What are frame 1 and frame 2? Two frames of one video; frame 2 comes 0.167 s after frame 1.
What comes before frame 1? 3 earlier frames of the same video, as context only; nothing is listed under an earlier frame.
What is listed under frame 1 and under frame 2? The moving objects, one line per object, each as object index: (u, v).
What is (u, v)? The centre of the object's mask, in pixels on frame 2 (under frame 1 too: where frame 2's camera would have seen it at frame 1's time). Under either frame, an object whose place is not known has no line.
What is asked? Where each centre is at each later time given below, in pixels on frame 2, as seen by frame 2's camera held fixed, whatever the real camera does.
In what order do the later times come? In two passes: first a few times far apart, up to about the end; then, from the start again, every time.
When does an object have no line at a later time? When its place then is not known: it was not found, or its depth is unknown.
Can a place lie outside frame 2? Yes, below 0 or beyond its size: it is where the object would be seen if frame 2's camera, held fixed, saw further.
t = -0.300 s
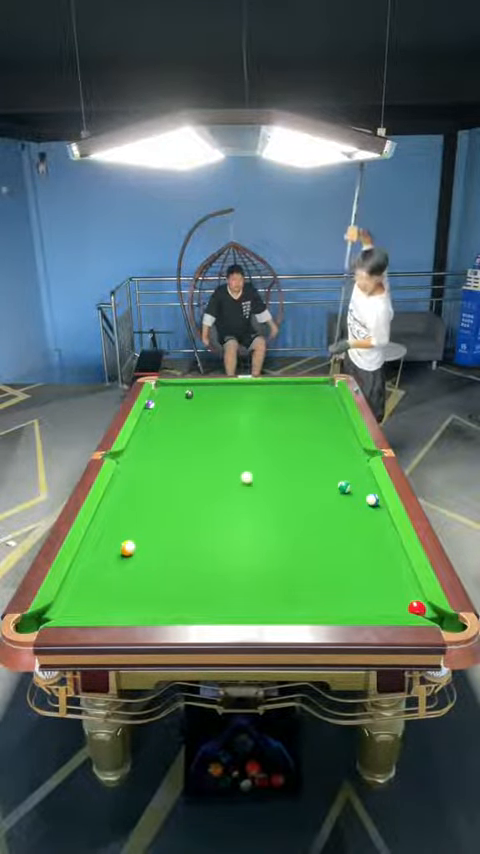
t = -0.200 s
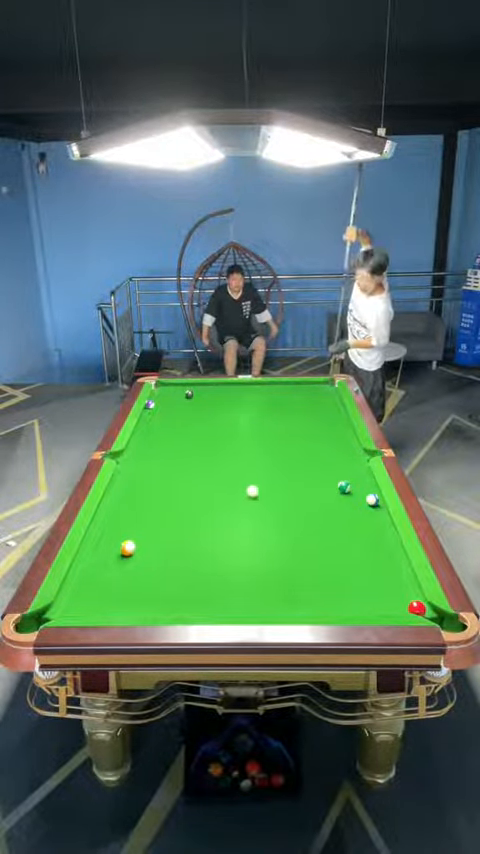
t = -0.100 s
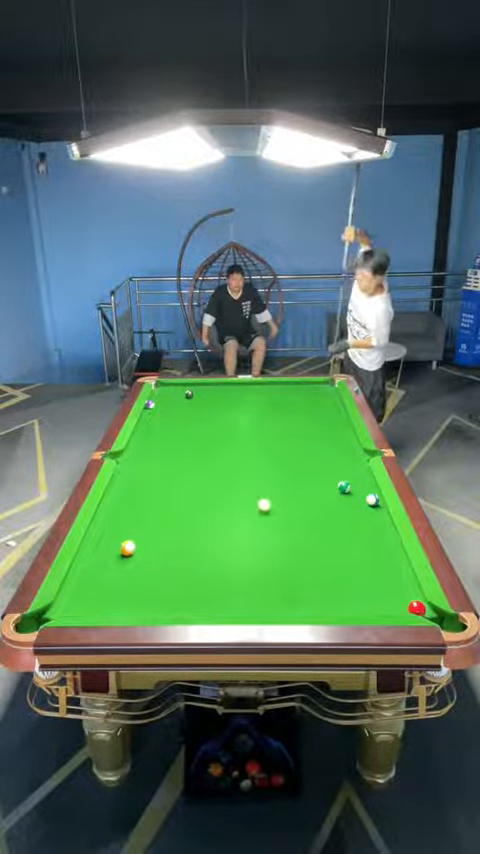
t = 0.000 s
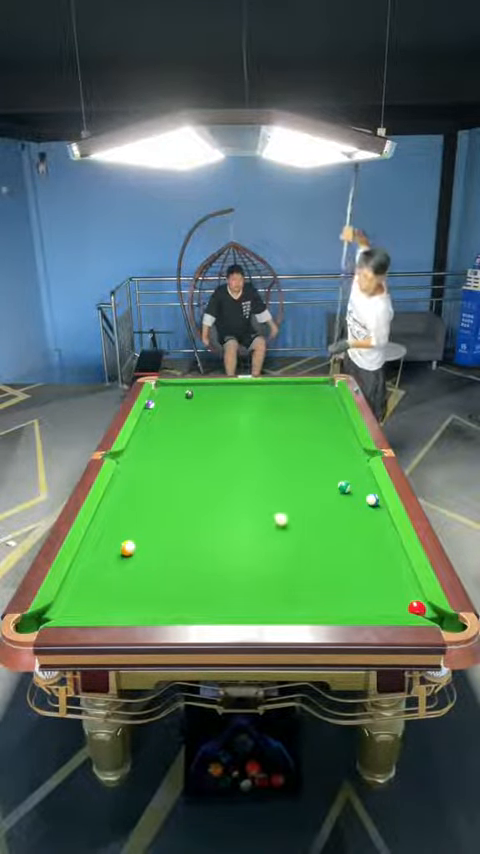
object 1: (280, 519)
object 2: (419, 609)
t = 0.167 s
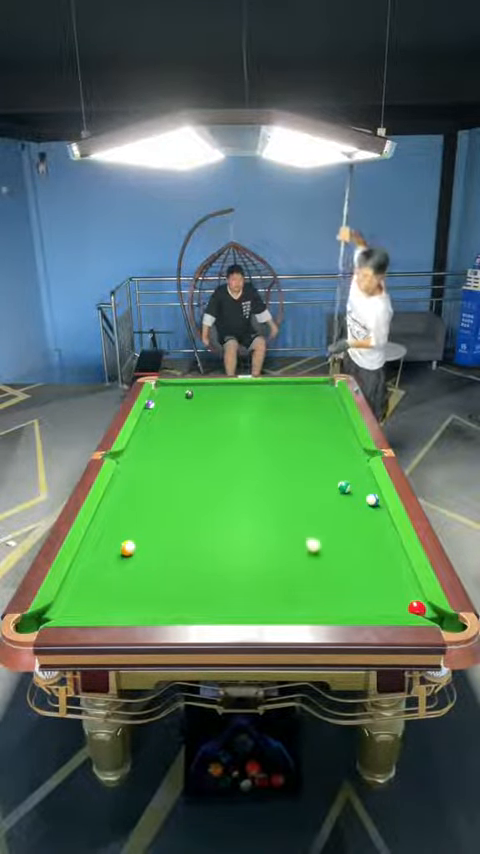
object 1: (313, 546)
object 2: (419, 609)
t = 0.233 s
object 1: (328, 557)
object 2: (419, 608)
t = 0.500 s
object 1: (394, 607)
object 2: (419, 609)
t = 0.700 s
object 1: (402, 576)
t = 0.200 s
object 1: (320, 551)
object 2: (419, 609)
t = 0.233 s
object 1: (328, 557)
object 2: (419, 608)
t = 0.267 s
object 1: (335, 563)
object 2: (419, 609)
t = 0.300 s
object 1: (343, 569)
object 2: (419, 608)
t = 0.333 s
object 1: (351, 576)
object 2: (419, 609)
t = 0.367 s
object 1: (359, 582)
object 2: (419, 609)
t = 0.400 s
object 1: (368, 589)
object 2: (419, 609)
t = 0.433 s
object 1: (377, 596)
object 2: (419, 609)
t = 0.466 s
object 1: (386, 602)
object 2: (419, 608)
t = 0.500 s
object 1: (394, 607)
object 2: (419, 609)
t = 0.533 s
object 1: (398, 602)
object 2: (421, 609)
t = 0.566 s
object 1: (398, 596)
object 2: (426, 610)
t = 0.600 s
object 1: (400, 591)
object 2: (430, 611)
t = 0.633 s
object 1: (400, 585)
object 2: (432, 613)
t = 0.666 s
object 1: (401, 581)
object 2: (434, 615)
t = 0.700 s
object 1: (402, 576)
